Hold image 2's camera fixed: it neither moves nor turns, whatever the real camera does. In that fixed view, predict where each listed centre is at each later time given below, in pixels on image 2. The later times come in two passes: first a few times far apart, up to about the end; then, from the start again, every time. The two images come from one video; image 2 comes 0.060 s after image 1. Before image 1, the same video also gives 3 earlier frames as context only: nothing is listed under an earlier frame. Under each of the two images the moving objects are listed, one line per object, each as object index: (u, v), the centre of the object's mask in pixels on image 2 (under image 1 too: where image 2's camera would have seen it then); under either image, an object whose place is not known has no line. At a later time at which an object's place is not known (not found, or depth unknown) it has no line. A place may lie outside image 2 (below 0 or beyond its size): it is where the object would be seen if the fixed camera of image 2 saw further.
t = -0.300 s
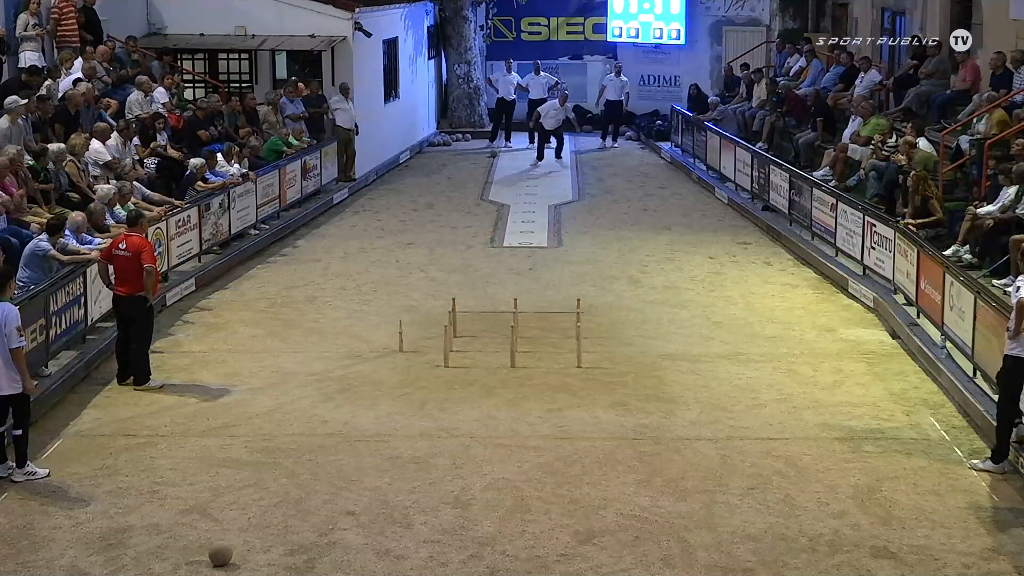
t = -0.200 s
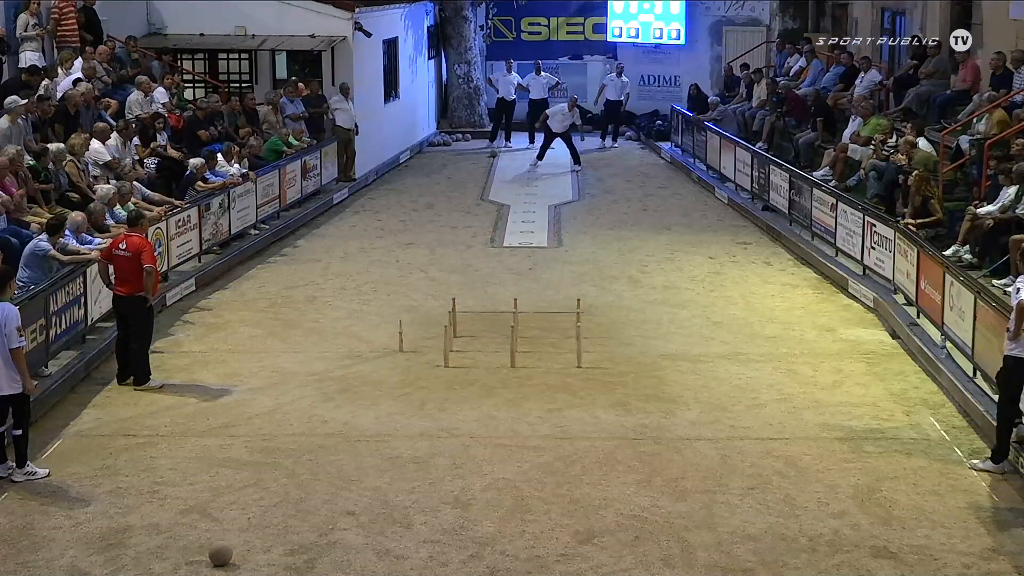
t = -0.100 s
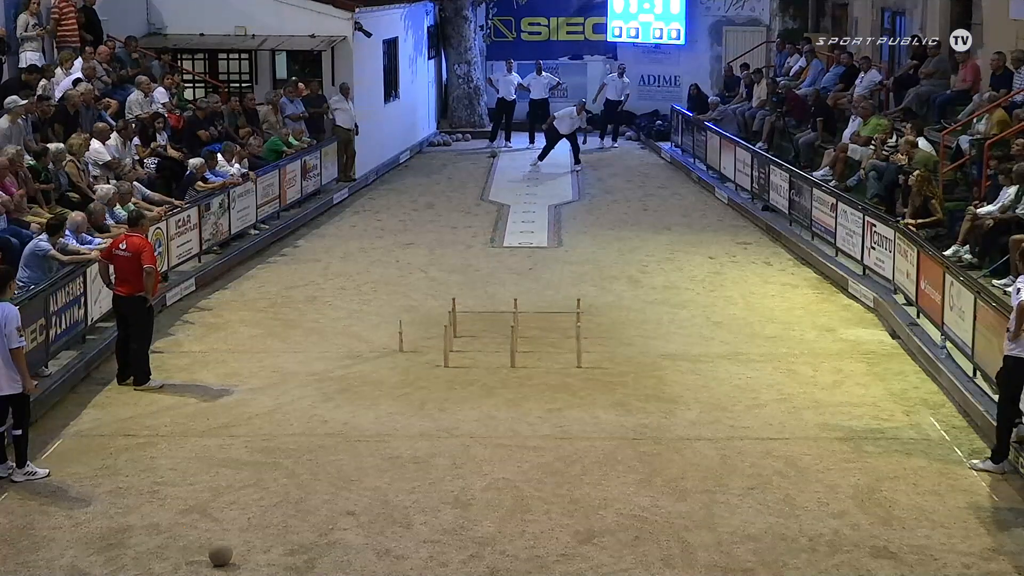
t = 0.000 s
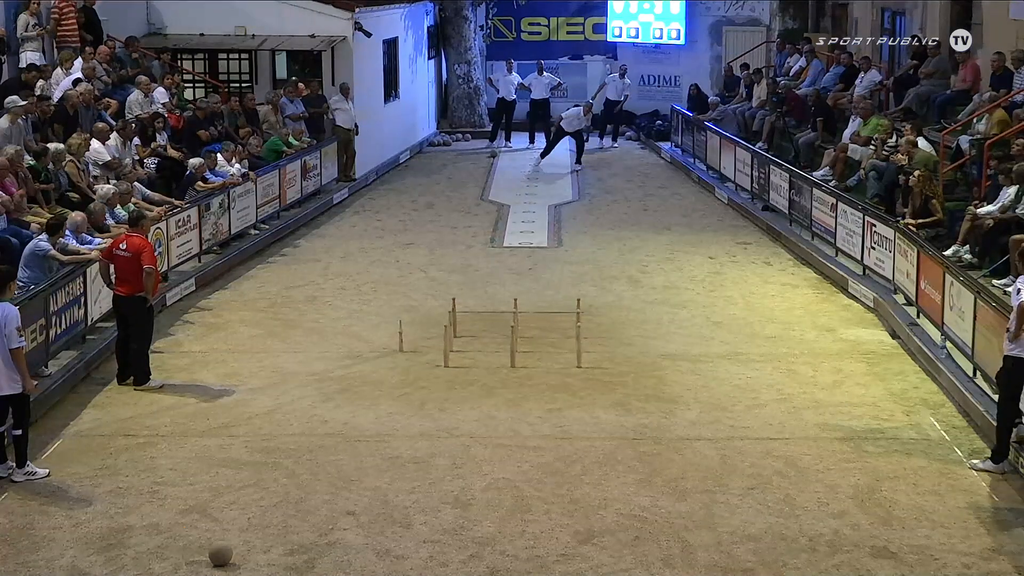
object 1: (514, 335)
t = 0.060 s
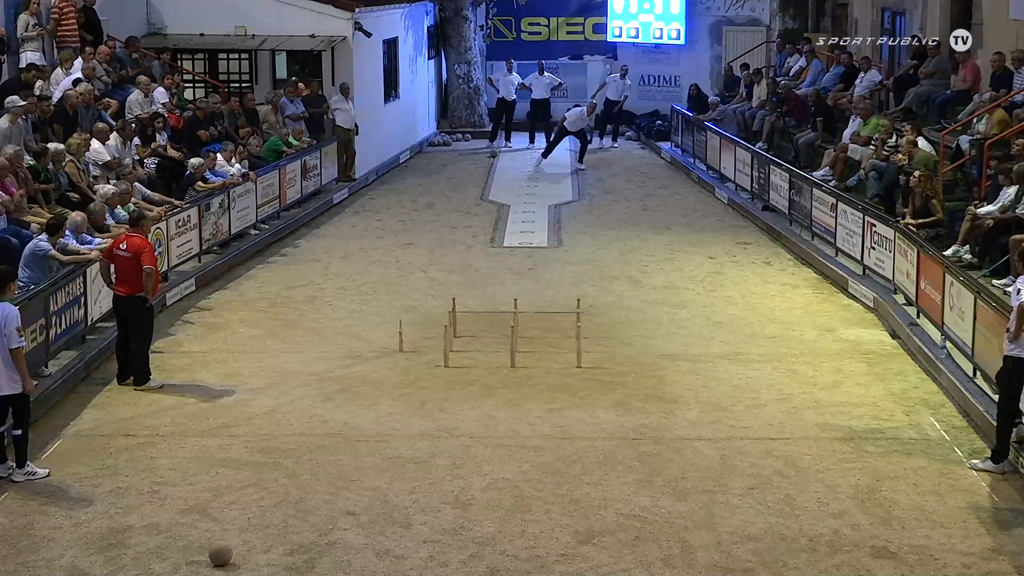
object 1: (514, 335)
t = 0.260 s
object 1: (514, 335)
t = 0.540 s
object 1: (514, 335)
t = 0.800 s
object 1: (514, 340)
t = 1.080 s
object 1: (516, 356)
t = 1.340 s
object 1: (518, 370)
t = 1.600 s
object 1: (517, 371)
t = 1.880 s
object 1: (516, 371)
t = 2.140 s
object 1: (516, 371)
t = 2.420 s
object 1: (516, 371)
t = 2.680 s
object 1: (516, 371)
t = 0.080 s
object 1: (514, 335)
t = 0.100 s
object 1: (514, 335)
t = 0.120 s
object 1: (514, 335)
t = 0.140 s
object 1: (514, 335)
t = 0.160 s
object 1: (514, 335)
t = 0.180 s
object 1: (514, 335)
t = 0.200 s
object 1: (514, 335)
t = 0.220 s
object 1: (514, 335)
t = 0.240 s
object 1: (514, 335)
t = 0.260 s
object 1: (514, 335)
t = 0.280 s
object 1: (514, 335)
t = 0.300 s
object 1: (514, 335)
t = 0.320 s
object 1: (514, 335)
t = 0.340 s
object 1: (514, 335)
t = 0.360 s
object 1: (514, 335)
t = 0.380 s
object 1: (514, 335)
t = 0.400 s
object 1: (514, 335)
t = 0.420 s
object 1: (514, 335)
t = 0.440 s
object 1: (514, 335)
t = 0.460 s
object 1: (514, 335)
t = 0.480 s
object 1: (514, 335)
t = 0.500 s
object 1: (514, 335)
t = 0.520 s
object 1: (514, 335)
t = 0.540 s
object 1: (514, 335)
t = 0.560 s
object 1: (514, 335)
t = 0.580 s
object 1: (514, 335)
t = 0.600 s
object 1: (514, 335)
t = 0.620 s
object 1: (514, 335)
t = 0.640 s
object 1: (514, 335)
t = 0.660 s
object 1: (514, 335)
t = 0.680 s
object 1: (514, 335)
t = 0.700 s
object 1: (514, 335)
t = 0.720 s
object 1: (514, 336)
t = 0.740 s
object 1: (514, 337)
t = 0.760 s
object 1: (514, 337)
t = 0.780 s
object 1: (514, 338)
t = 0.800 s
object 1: (514, 340)
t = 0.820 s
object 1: (515, 341)
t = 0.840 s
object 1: (515, 342)
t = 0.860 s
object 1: (516, 343)
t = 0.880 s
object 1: (516, 343)
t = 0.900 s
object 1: (517, 345)
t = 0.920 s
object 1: (518, 347)
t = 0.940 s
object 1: (518, 348)
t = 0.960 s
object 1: (519, 349)
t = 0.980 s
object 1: (518, 349)
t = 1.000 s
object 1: (518, 350)
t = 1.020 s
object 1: (518, 352)
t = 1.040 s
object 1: (518, 352)
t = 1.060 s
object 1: (519, 354)
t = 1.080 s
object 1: (516, 356)
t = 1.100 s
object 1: (520, 358)
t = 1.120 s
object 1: (520, 359)
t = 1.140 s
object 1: (522, 361)
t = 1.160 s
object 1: (513, 361)
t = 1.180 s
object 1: (514, 364)
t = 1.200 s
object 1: (521, 366)
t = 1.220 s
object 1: (511, 365)
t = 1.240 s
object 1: (518, 369)
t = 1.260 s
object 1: (517, 369)
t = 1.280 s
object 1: (517, 369)
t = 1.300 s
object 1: (517, 369)
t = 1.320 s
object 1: (518, 369)
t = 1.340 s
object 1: (518, 370)
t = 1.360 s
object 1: (517, 370)
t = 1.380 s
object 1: (517, 371)
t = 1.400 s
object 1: (517, 371)
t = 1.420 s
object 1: (517, 371)
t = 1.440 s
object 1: (517, 371)
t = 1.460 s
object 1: (517, 370)
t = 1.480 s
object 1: (517, 370)
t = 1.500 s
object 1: (517, 370)
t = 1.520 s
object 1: (517, 370)
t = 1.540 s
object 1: (517, 370)
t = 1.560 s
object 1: (517, 370)
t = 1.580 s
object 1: (517, 371)
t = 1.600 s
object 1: (517, 371)
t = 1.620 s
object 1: (517, 371)
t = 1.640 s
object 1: (517, 371)
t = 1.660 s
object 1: (517, 371)
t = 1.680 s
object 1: (517, 371)
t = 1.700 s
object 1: (517, 371)
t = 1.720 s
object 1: (517, 371)
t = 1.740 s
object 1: (516, 371)
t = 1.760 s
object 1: (516, 371)
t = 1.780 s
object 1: (516, 371)
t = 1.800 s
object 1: (516, 371)
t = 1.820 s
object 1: (516, 371)
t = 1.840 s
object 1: (516, 371)
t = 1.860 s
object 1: (516, 371)
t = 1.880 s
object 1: (516, 371)
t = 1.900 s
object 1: (516, 371)
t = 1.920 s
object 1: (516, 371)
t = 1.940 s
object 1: (516, 371)
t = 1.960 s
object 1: (516, 371)
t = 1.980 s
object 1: (516, 371)
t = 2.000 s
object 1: (516, 371)
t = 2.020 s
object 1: (516, 371)
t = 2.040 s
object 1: (516, 371)
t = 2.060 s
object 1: (516, 371)
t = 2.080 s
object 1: (516, 371)
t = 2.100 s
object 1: (516, 371)
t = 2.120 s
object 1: (516, 371)
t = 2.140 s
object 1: (516, 371)
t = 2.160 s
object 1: (516, 371)
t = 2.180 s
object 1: (516, 371)
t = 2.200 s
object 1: (516, 371)
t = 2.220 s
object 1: (516, 371)
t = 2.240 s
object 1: (516, 371)
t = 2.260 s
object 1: (516, 371)
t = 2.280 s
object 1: (516, 371)
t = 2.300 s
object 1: (516, 371)
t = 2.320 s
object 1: (516, 371)
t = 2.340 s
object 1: (516, 371)
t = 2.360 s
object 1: (516, 371)
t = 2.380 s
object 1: (516, 371)
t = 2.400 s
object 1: (516, 371)
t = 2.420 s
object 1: (516, 371)
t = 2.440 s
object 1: (516, 371)
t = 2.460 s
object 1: (516, 371)
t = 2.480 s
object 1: (516, 371)
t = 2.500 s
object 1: (516, 371)
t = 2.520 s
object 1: (516, 371)
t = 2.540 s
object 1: (516, 371)
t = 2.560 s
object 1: (516, 371)
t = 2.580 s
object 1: (516, 371)
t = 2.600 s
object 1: (516, 371)
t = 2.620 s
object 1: (516, 371)
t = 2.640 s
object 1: (516, 371)
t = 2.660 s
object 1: (516, 371)
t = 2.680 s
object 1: (516, 371)
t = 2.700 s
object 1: (516, 371)
